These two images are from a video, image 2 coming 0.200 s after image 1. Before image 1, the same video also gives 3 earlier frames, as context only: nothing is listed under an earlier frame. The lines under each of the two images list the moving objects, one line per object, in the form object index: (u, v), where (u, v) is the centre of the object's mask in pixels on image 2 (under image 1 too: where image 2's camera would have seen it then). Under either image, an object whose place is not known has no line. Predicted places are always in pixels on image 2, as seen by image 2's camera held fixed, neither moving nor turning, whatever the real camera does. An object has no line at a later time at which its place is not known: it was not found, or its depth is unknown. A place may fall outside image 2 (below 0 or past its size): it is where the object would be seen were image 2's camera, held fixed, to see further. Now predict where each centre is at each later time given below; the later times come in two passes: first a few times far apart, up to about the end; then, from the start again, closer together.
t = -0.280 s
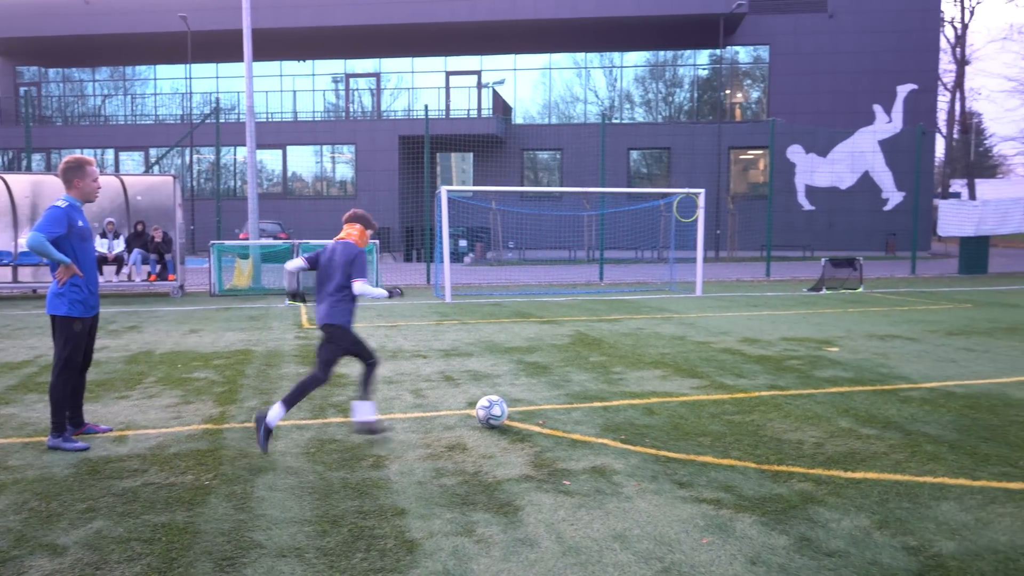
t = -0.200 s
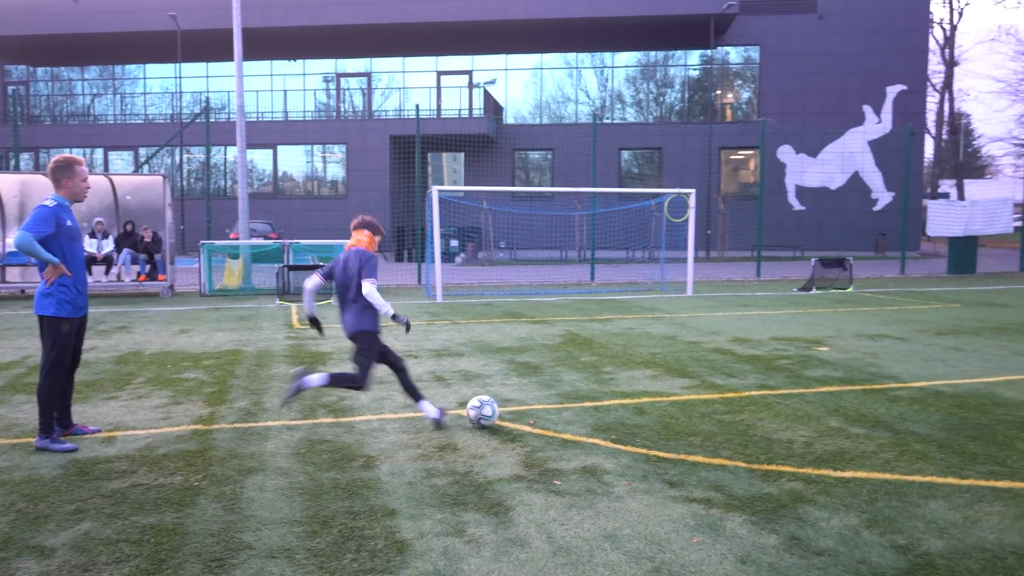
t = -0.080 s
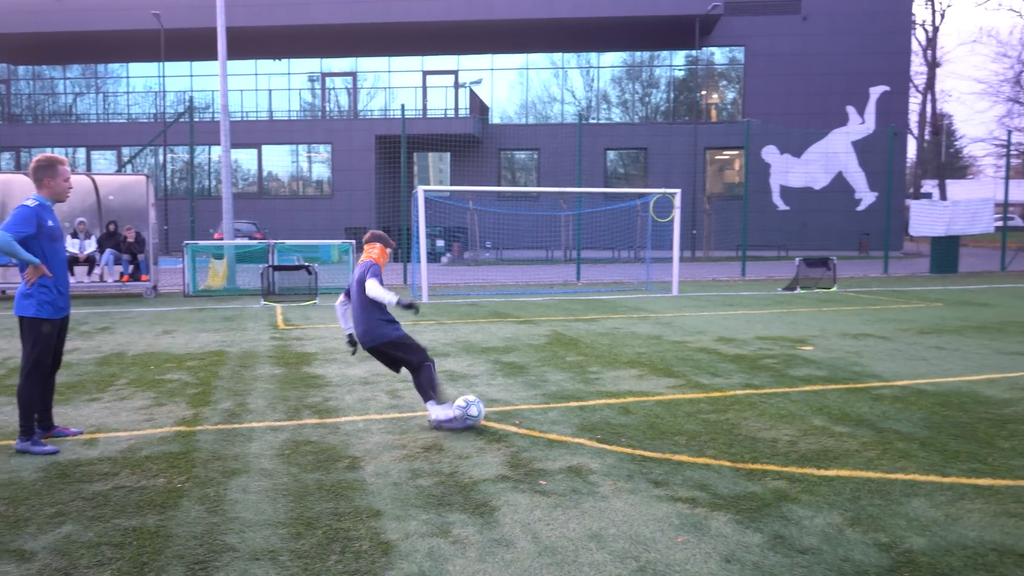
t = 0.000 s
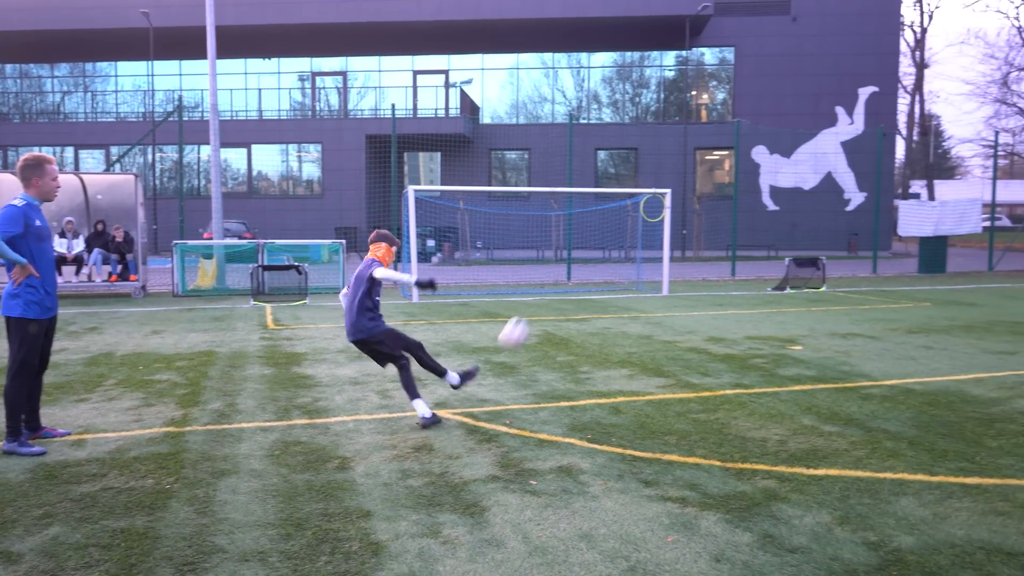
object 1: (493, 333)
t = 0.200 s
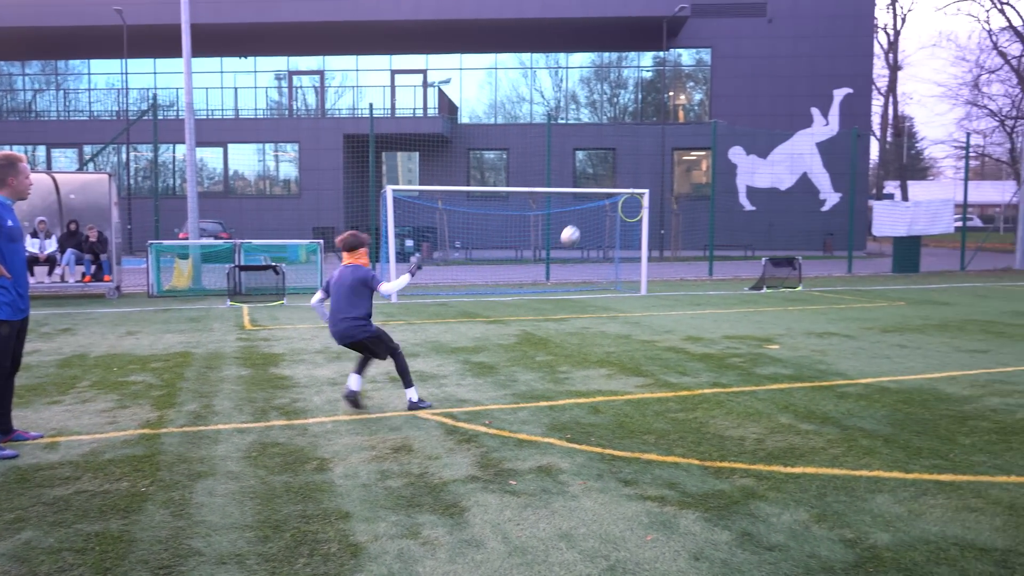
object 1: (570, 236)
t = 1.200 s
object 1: (564, 282)
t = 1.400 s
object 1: (559, 268)
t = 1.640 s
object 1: (554, 278)
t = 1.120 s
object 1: (571, 276)
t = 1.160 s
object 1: (567, 284)
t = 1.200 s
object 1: (564, 282)
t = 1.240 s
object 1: (564, 278)
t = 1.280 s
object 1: (562, 274)
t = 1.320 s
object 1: (561, 271)
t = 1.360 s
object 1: (560, 269)
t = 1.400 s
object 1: (559, 268)
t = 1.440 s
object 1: (558, 267)
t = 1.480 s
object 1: (557, 268)
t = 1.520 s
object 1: (556, 269)
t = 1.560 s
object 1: (555, 271)
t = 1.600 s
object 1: (555, 274)
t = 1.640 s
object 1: (554, 278)
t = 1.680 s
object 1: (554, 281)
